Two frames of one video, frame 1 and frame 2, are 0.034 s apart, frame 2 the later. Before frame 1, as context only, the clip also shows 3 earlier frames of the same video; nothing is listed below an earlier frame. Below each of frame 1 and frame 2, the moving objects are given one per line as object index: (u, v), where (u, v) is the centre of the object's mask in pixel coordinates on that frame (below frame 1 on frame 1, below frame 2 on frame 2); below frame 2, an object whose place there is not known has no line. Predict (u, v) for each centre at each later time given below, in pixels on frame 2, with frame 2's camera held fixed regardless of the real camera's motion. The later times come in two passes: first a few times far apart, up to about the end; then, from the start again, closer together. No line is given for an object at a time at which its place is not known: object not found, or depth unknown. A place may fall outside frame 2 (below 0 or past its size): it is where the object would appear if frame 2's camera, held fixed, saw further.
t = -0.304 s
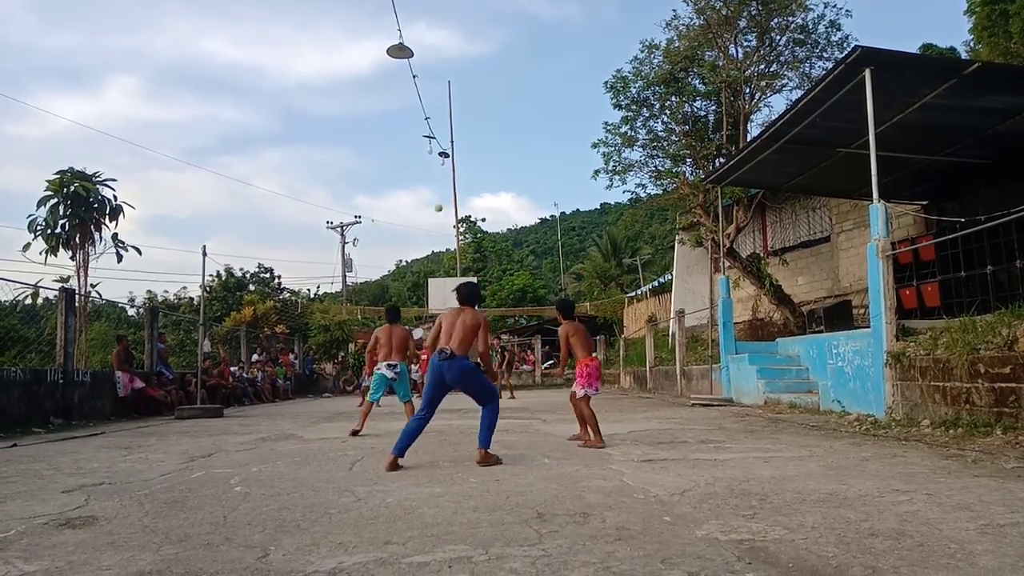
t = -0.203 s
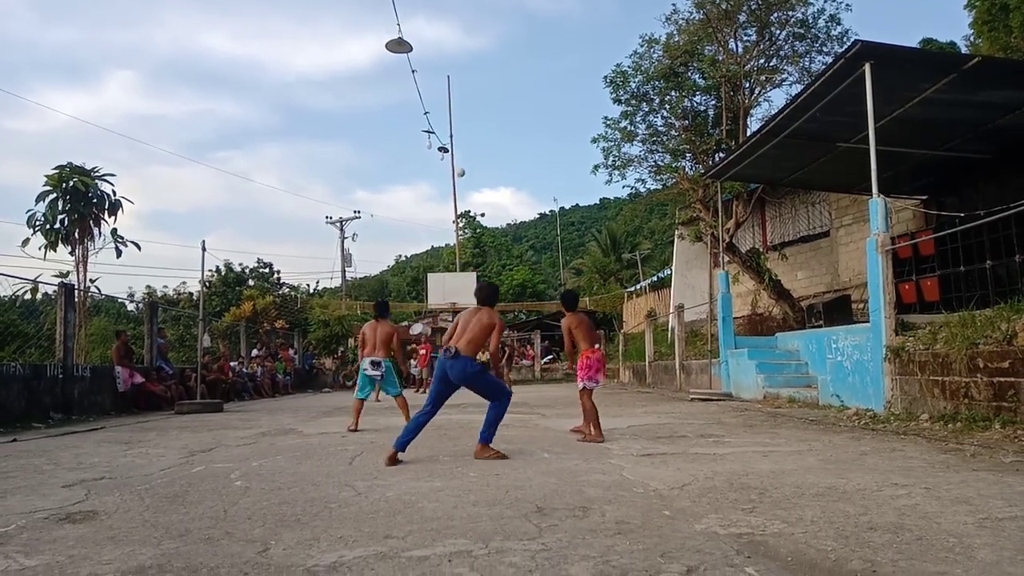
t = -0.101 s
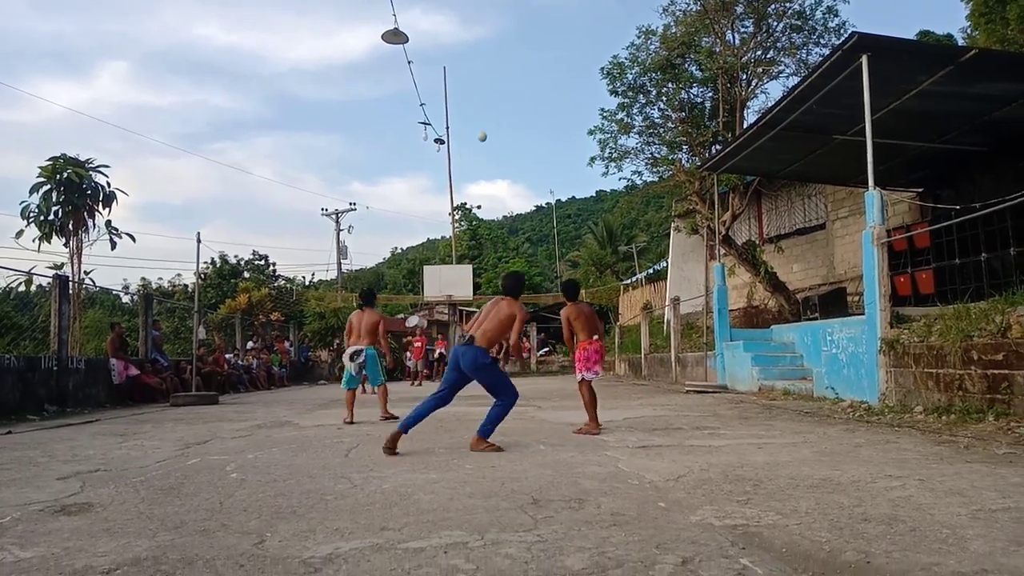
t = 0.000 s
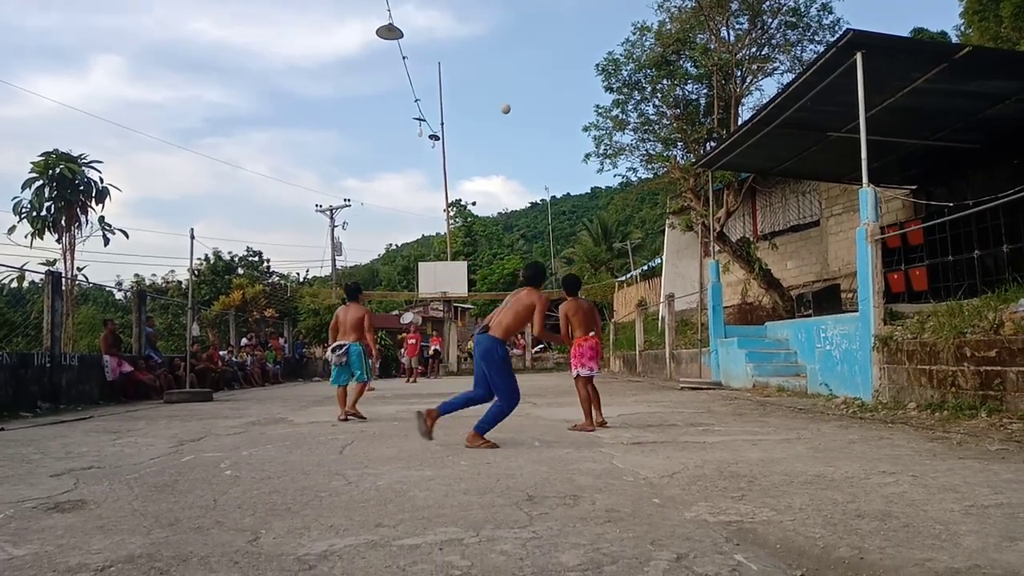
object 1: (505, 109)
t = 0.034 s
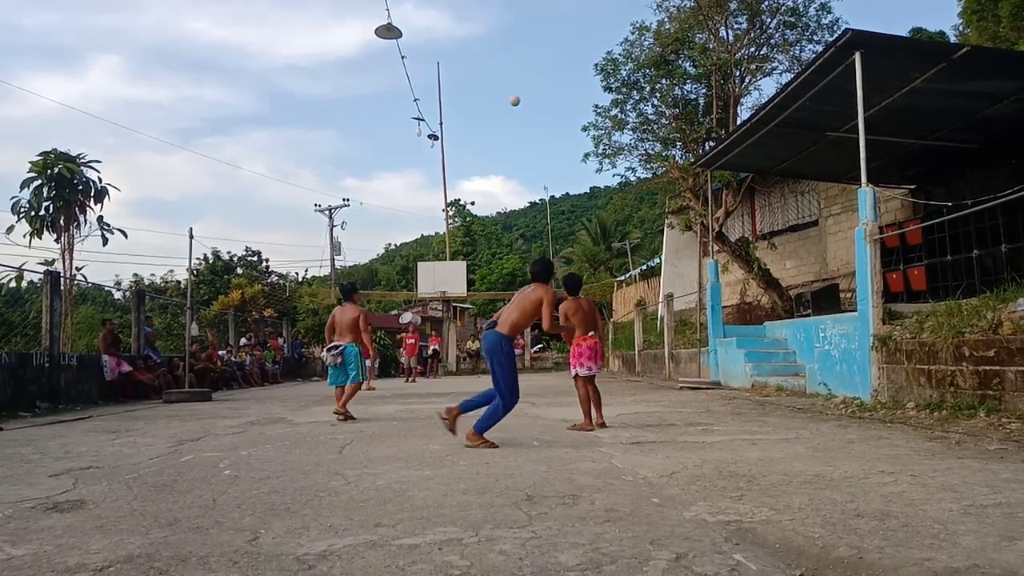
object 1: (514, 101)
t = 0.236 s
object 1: (586, 66)
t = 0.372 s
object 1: (649, 57)
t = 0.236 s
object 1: (586, 66)
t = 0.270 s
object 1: (599, 62)
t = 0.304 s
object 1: (614, 59)
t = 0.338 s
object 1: (631, 57)
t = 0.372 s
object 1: (649, 57)
